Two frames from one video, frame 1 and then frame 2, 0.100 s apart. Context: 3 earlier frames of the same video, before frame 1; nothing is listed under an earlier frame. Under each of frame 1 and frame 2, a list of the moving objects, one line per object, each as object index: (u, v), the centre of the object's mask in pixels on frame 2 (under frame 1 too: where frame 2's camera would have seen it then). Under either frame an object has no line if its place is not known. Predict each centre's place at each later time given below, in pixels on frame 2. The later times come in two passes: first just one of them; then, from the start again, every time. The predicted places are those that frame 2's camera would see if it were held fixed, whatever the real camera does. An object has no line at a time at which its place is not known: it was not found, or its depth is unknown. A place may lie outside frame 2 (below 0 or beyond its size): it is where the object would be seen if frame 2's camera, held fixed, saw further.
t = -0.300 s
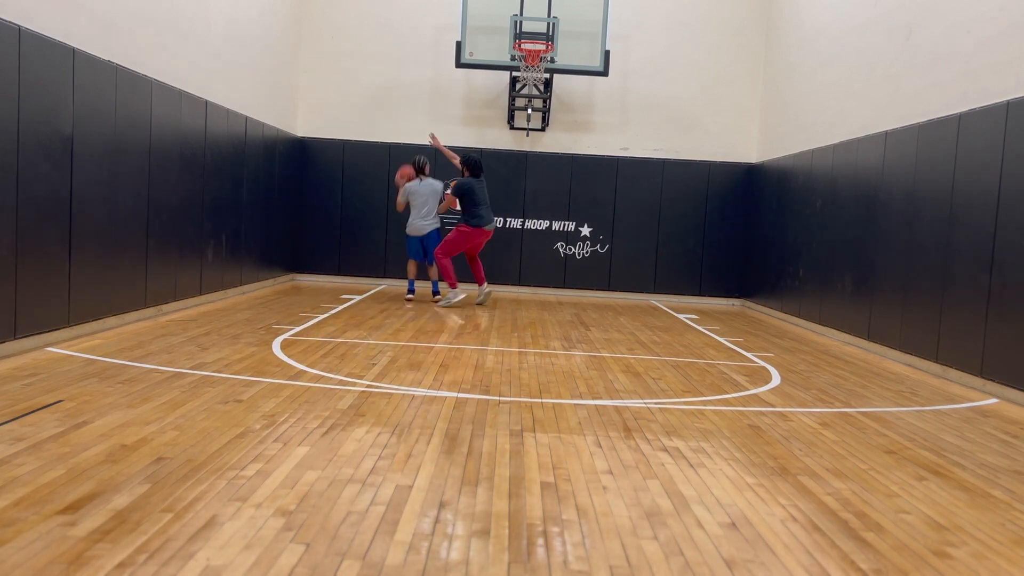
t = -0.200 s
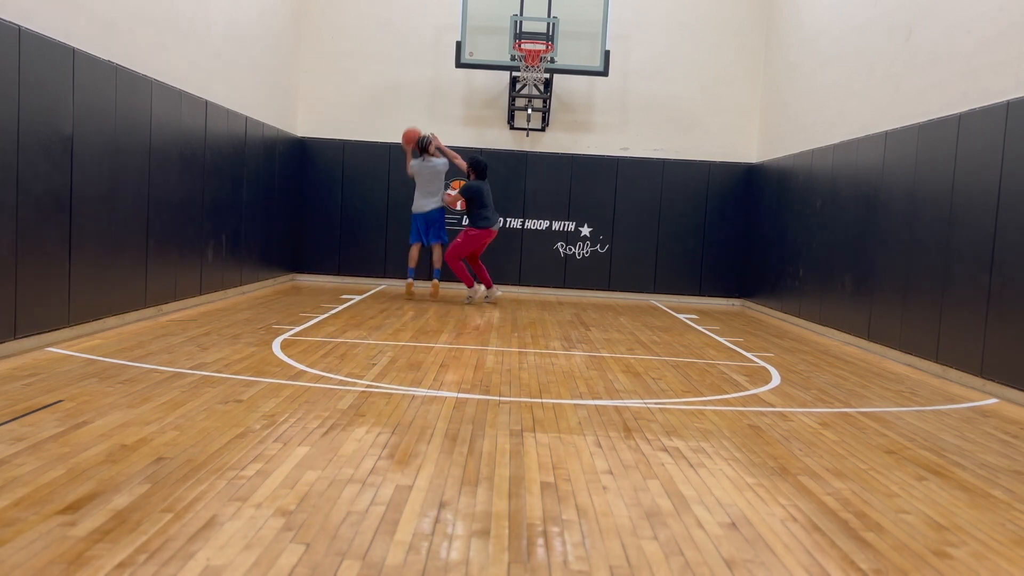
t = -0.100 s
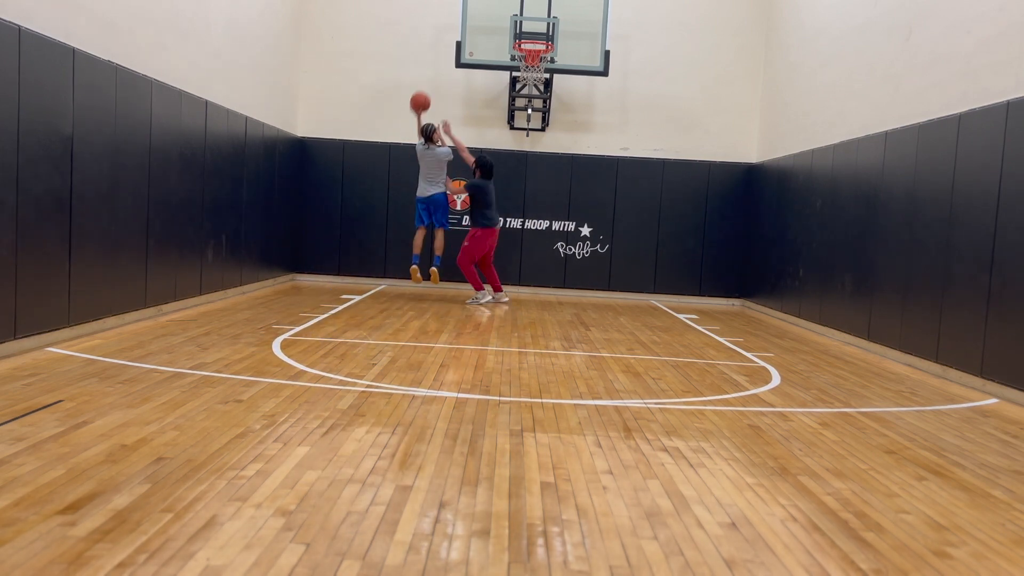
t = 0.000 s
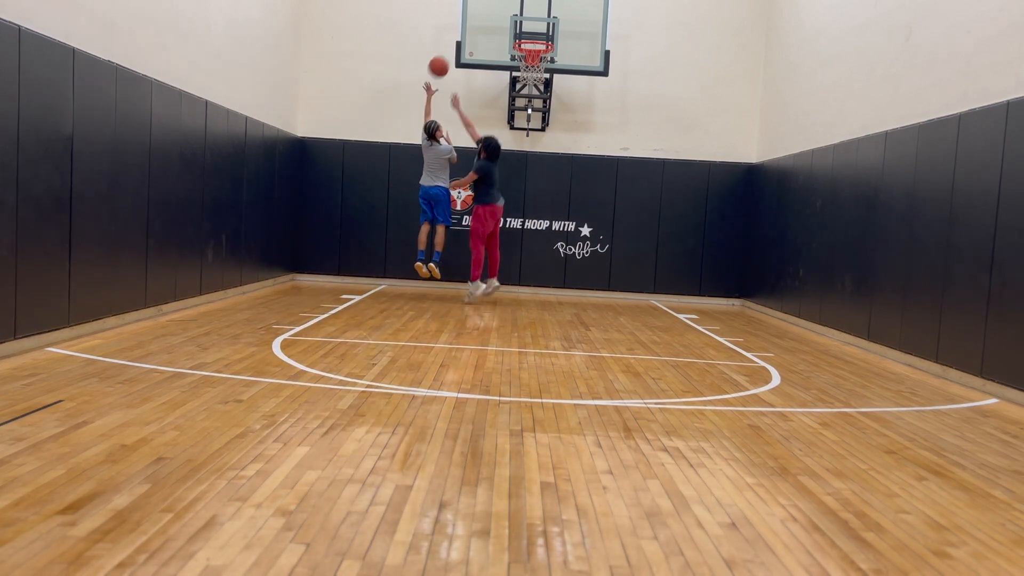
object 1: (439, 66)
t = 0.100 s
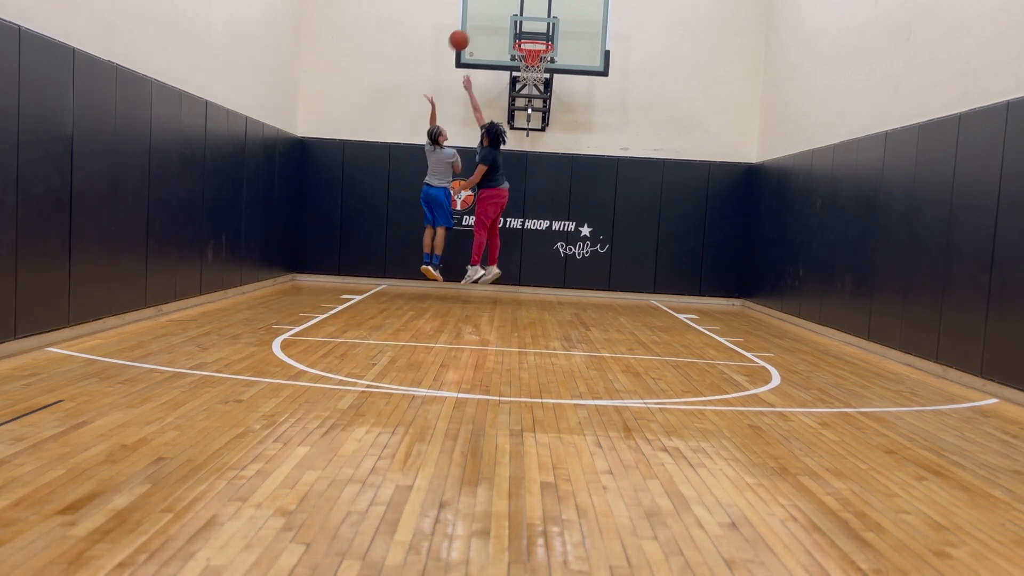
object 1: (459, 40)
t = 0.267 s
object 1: (490, 15)
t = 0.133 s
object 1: (465, 33)
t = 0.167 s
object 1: (472, 27)
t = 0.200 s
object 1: (478, 22)
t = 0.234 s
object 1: (484, 18)
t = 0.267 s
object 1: (490, 15)
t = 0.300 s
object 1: (496, 13)
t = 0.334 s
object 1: (501, 12)
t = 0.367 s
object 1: (504, 11)
